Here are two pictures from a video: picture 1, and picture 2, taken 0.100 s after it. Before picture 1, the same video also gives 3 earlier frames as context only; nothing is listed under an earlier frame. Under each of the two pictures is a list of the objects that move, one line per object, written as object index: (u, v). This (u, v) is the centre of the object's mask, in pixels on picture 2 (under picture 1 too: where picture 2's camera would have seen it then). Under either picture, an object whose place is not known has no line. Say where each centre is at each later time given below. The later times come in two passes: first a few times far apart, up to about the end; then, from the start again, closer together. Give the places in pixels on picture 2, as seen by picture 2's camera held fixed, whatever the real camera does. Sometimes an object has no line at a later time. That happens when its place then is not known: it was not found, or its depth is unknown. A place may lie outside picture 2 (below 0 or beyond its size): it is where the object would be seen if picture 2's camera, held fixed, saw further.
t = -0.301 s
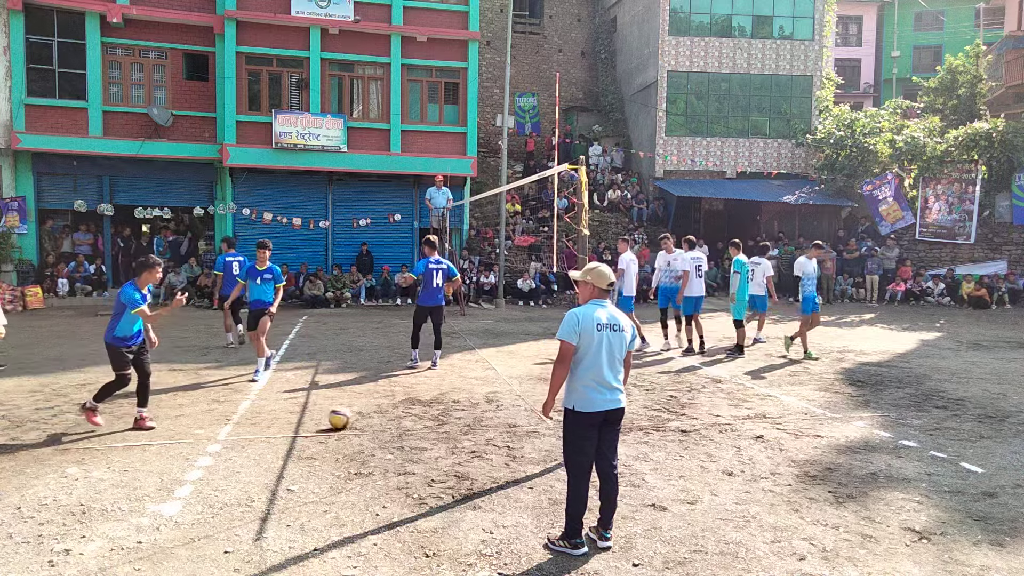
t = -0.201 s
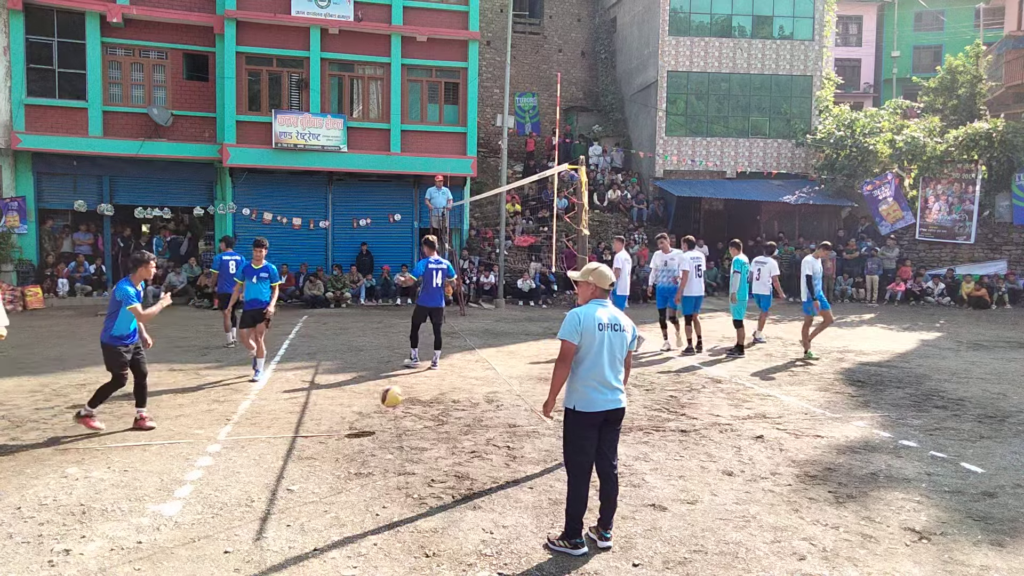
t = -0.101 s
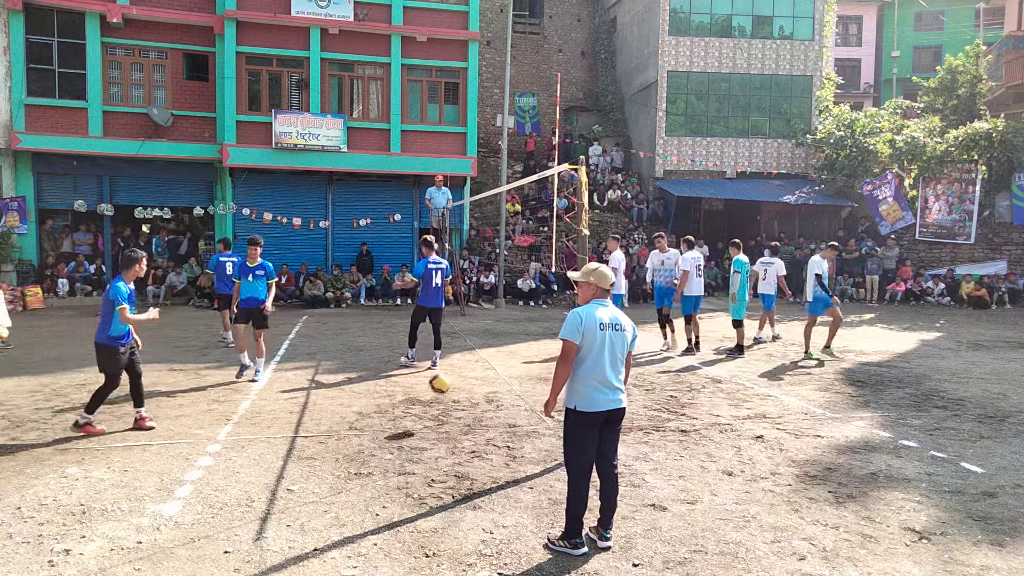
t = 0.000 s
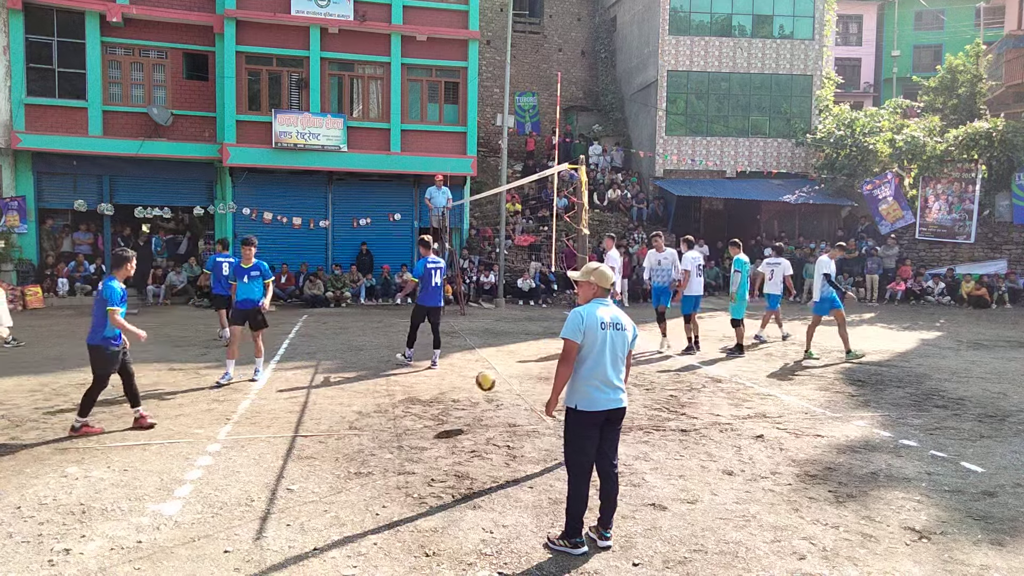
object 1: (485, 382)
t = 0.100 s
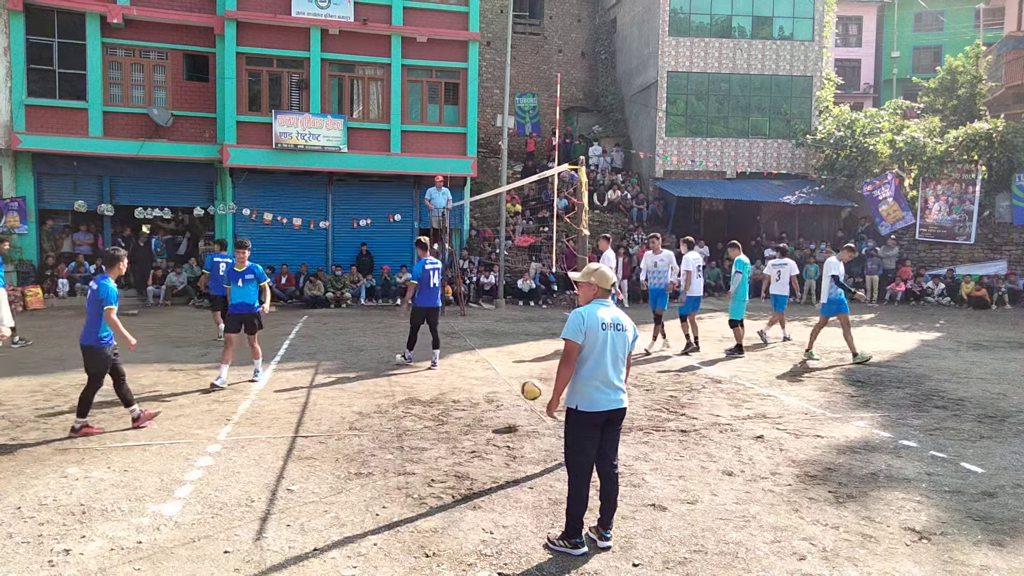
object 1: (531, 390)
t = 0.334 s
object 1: (637, 406)
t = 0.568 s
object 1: (736, 407)
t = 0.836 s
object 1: (841, 397)
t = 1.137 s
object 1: (948, 400)
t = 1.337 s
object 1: (1014, 397)
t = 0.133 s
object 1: (544, 394)
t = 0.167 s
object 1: (561, 404)
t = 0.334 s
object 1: (637, 406)
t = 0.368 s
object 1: (650, 408)
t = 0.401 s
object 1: (666, 408)
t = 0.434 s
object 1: (681, 406)
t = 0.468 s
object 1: (694, 407)
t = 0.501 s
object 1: (708, 408)
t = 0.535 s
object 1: (722, 407)
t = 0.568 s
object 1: (736, 407)
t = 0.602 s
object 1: (749, 406)
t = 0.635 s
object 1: (762, 404)
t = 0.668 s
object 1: (776, 405)
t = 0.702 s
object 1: (789, 404)
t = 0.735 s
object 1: (803, 406)
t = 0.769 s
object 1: (813, 404)
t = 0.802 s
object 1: (827, 400)
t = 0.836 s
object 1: (841, 397)
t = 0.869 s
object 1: (852, 396)
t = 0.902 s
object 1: (864, 397)
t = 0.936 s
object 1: (876, 399)
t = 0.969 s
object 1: (888, 402)
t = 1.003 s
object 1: (900, 401)
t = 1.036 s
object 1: (913, 400)
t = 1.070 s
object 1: (924, 400)
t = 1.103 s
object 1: (936, 401)
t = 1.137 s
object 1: (948, 400)
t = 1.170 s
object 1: (960, 399)
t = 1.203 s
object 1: (969, 399)
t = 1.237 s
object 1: (981, 400)
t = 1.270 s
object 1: (993, 400)
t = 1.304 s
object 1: (1004, 398)
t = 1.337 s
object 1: (1014, 397)
